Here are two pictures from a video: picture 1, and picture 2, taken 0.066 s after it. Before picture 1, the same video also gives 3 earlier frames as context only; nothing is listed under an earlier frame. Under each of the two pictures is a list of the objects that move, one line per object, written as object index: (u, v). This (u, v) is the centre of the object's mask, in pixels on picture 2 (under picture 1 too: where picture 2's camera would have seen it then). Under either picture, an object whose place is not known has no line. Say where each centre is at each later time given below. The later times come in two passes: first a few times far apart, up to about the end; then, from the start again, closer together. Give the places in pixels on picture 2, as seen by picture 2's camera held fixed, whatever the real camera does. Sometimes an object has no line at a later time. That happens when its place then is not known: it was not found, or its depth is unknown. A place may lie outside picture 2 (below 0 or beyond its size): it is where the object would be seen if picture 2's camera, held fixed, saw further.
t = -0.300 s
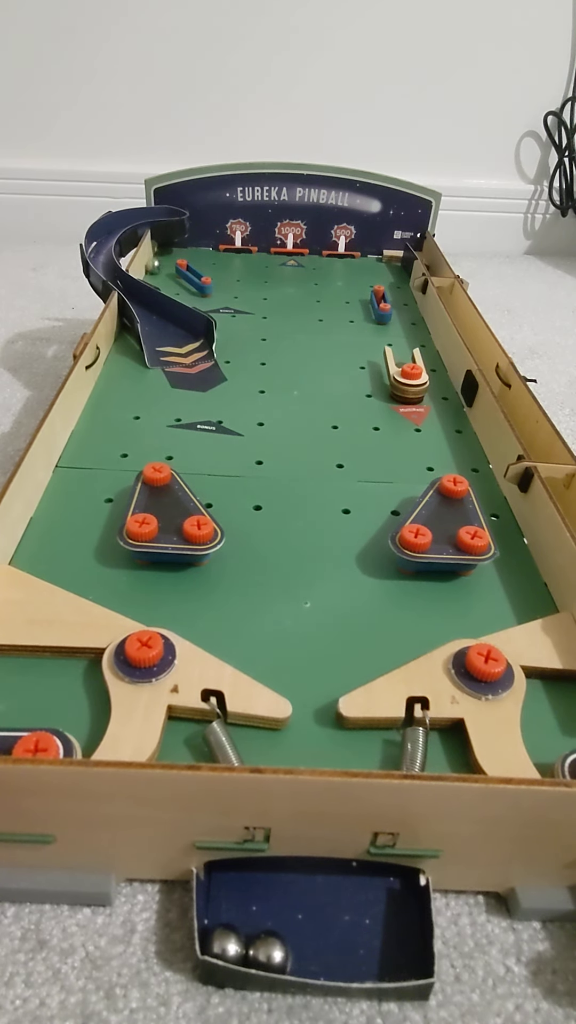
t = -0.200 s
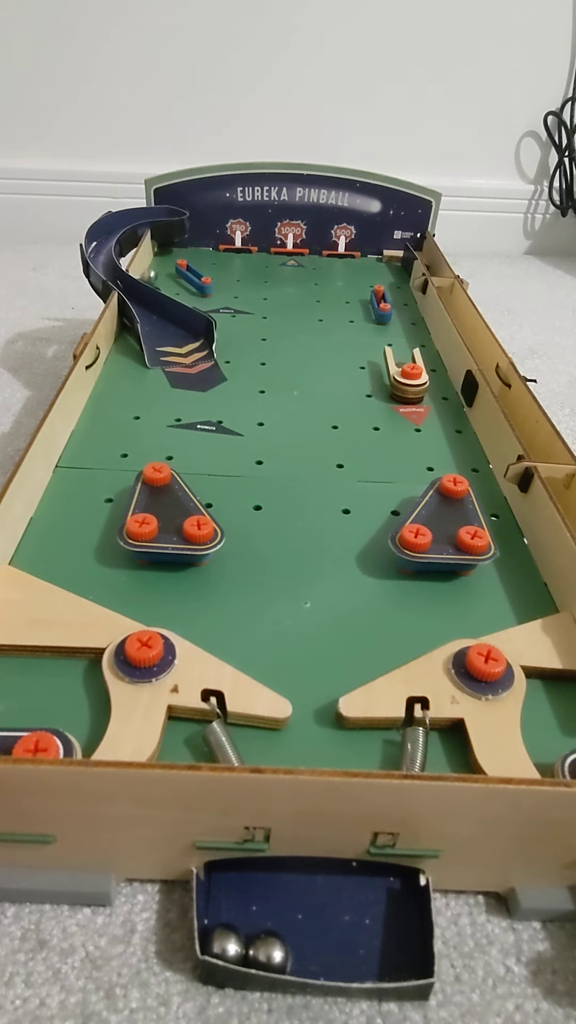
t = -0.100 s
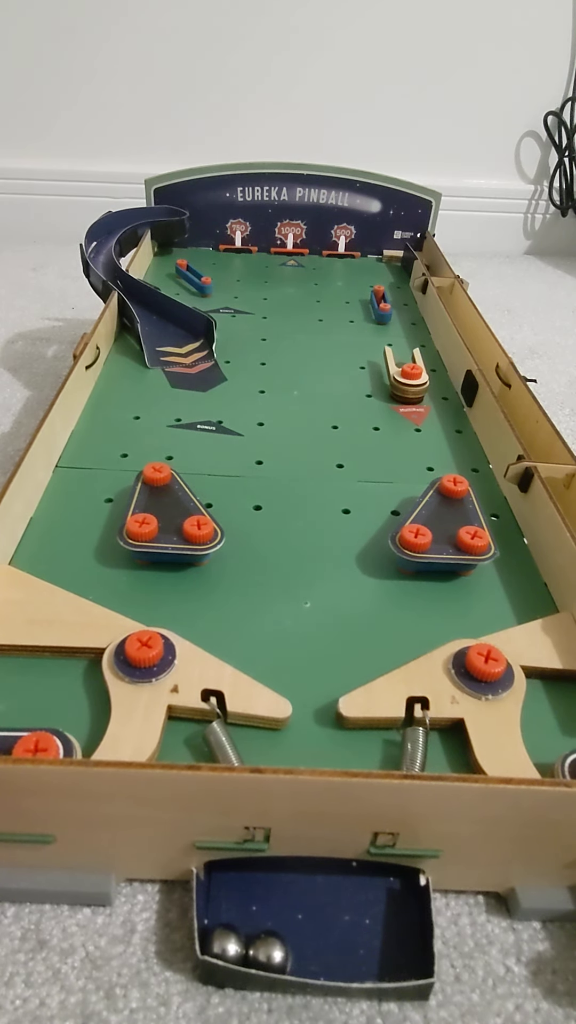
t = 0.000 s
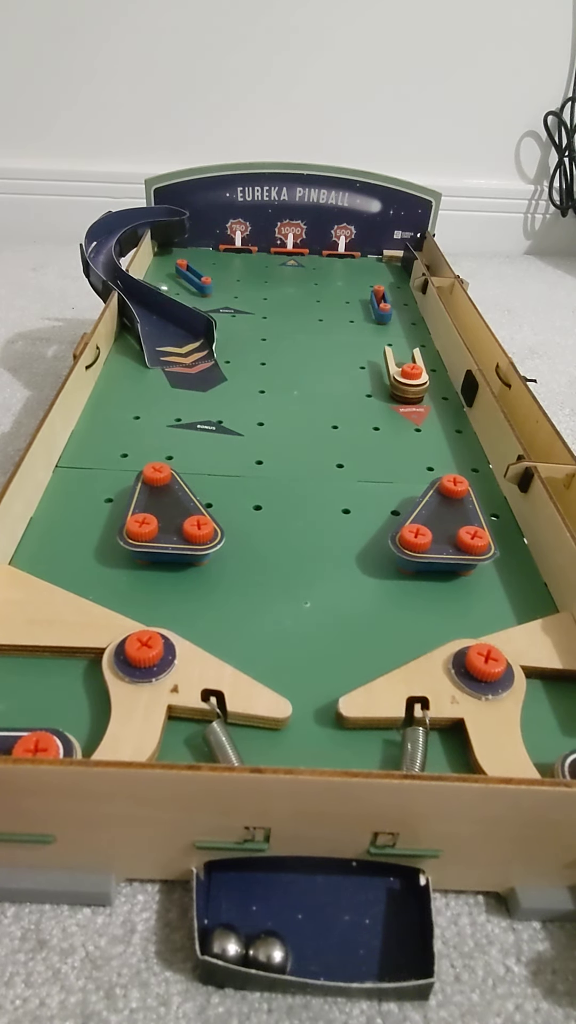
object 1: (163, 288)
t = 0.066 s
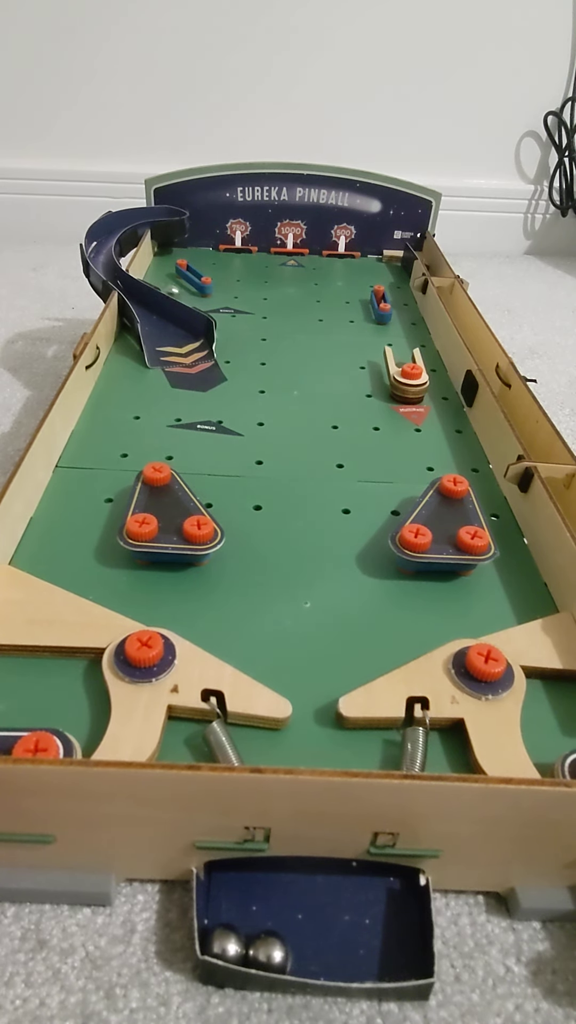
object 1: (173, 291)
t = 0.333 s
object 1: (220, 323)
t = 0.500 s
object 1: (279, 345)
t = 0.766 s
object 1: (398, 431)
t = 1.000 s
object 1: (475, 459)
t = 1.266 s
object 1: (465, 466)
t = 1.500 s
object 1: (500, 501)
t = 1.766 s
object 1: (510, 574)
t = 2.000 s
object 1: (444, 626)
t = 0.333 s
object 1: (220, 323)
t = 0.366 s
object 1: (231, 326)
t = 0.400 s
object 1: (242, 331)
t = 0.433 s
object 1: (253, 334)
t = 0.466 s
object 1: (266, 340)
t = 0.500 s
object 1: (279, 345)
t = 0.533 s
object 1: (292, 352)
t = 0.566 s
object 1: (304, 360)
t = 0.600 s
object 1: (318, 369)
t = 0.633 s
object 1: (332, 377)
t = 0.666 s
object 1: (348, 388)
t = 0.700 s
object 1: (363, 401)
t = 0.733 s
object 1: (378, 418)
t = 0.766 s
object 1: (398, 431)
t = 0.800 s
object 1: (417, 450)
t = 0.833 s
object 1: (434, 470)
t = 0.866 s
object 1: (466, 474)
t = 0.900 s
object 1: (474, 472)
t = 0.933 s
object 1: (483, 467)
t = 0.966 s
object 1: (479, 463)
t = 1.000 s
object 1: (475, 459)
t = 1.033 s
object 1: (474, 459)
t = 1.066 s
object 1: (474, 458)
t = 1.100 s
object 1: (473, 458)
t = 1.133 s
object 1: (472, 457)
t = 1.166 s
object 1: (470, 457)
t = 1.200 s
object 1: (469, 460)
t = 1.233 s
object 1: (466, 464)
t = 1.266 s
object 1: (465, 466)
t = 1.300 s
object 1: (465, 470)
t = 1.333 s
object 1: (466, 474)
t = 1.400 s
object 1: (476, 486)
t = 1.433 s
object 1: (484, 491)
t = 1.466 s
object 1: (493, 496)
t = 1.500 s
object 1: (500, 501)
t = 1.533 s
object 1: (498, 503)
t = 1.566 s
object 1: (497, 509)
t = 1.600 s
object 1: (499, 514)
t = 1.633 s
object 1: (502, 521)
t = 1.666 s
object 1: (504, 531)
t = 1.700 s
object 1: (507, 543)
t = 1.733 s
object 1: (508, 561)
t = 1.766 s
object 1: (510, 574)
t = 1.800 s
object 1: (514, 592)
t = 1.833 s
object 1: (515, 609)
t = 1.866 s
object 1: (497, 607)
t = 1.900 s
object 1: (483, 609)
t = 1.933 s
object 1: (469, 613)
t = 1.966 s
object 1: (457, 618)
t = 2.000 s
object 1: (444, 626)
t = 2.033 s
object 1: (430, 636)
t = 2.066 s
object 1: (415, 644)
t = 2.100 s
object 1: (397, 652)
